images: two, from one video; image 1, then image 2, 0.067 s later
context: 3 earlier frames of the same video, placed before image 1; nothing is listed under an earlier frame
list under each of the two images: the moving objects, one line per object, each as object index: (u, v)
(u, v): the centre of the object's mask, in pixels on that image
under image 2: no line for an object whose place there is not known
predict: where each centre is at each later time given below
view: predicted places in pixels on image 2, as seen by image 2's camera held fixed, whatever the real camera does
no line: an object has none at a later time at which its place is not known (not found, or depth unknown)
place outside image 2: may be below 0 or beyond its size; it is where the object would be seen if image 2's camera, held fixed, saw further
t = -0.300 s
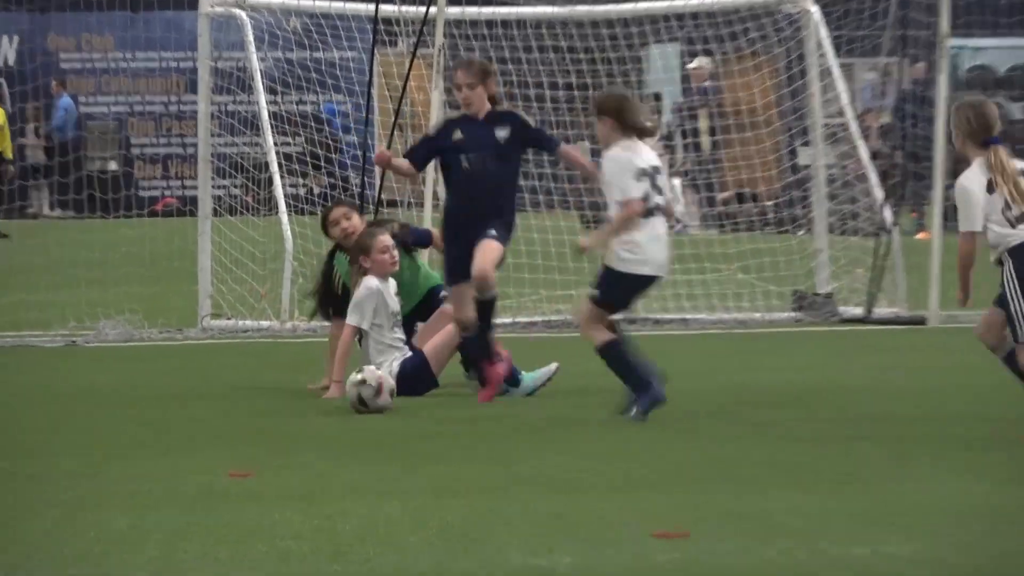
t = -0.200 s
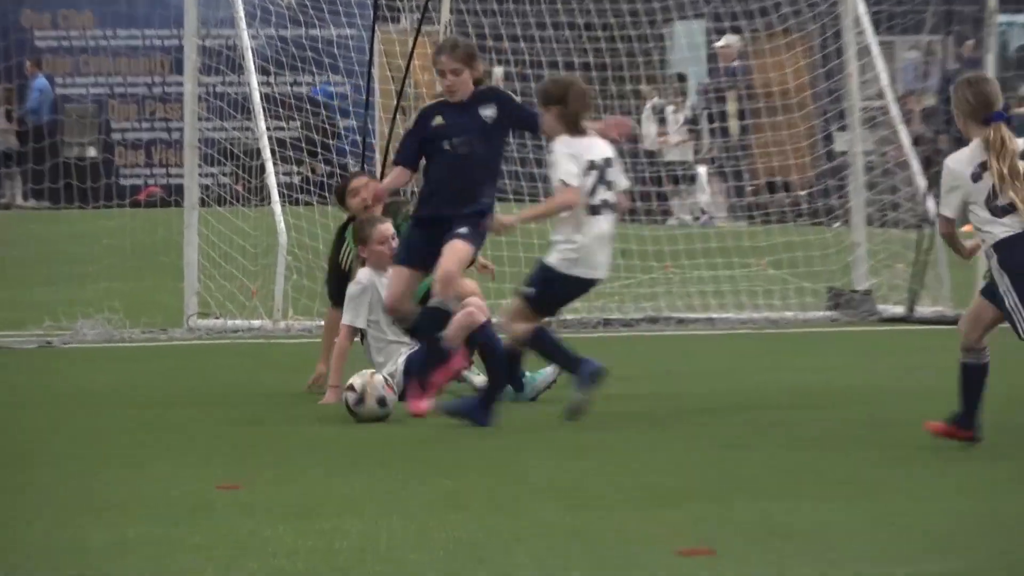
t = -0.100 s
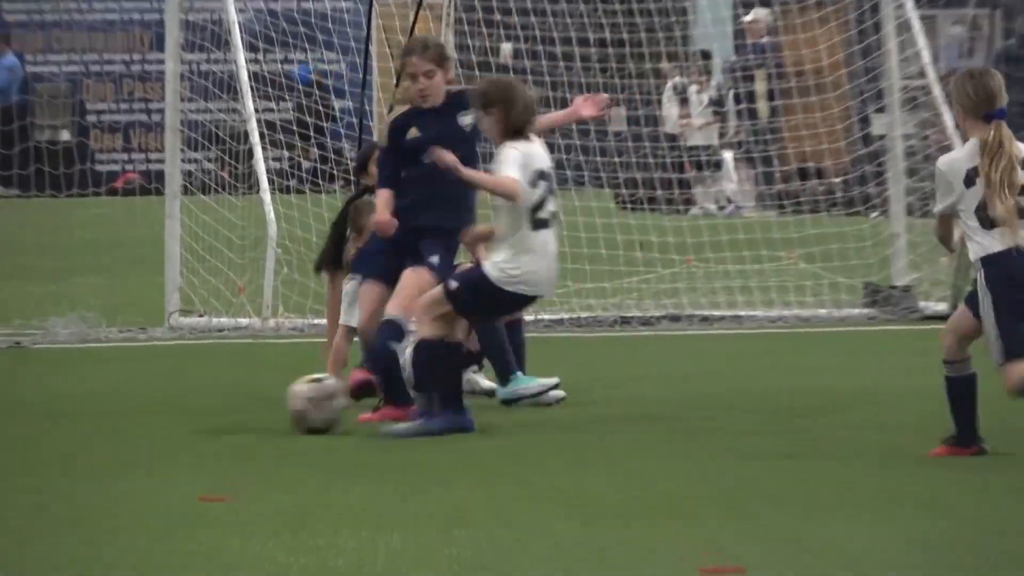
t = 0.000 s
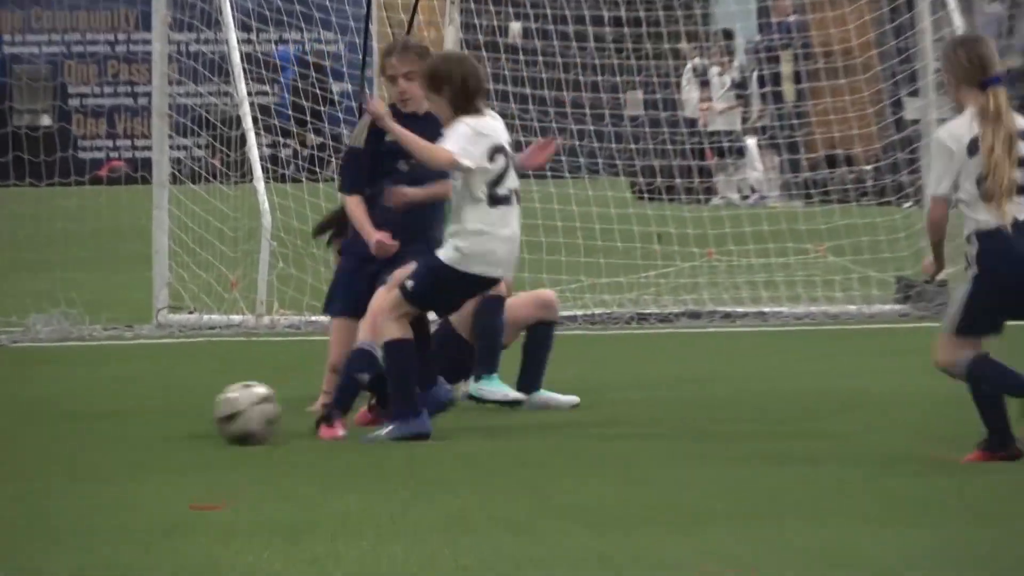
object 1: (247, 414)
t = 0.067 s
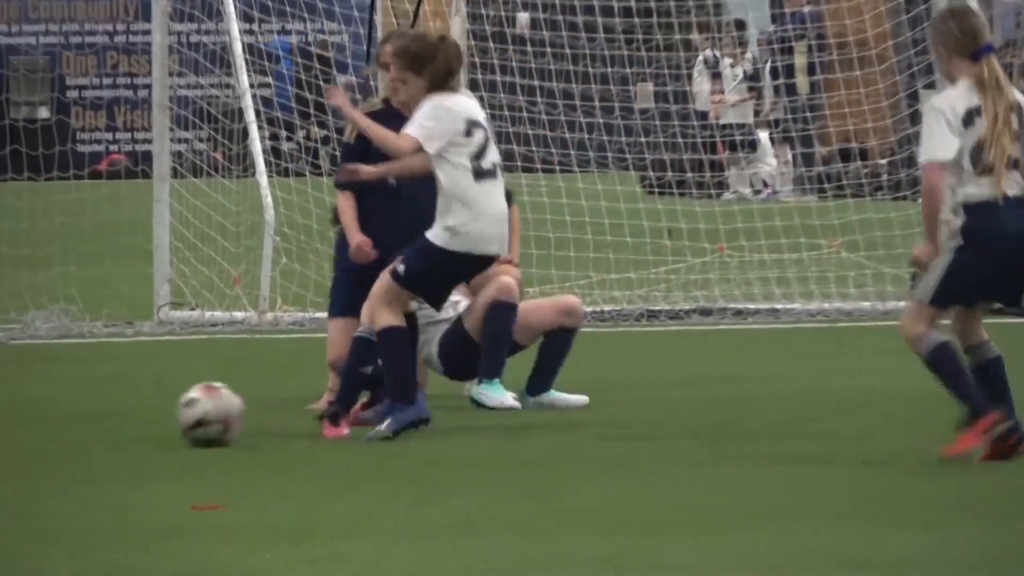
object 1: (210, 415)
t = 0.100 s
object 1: (193, 415)
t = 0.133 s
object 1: (175, 418)
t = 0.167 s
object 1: (159, 420)
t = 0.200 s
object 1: (145, 420)
